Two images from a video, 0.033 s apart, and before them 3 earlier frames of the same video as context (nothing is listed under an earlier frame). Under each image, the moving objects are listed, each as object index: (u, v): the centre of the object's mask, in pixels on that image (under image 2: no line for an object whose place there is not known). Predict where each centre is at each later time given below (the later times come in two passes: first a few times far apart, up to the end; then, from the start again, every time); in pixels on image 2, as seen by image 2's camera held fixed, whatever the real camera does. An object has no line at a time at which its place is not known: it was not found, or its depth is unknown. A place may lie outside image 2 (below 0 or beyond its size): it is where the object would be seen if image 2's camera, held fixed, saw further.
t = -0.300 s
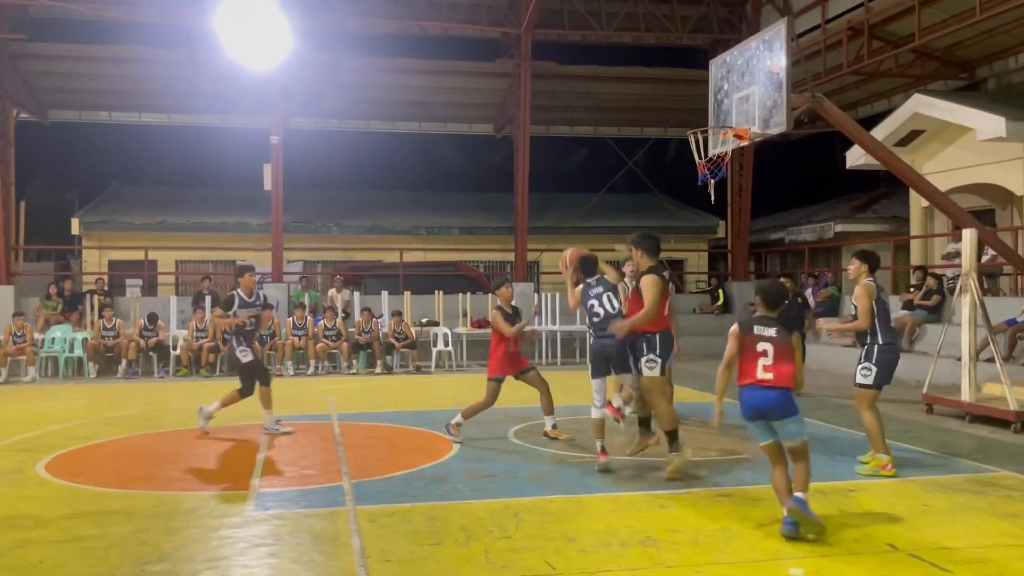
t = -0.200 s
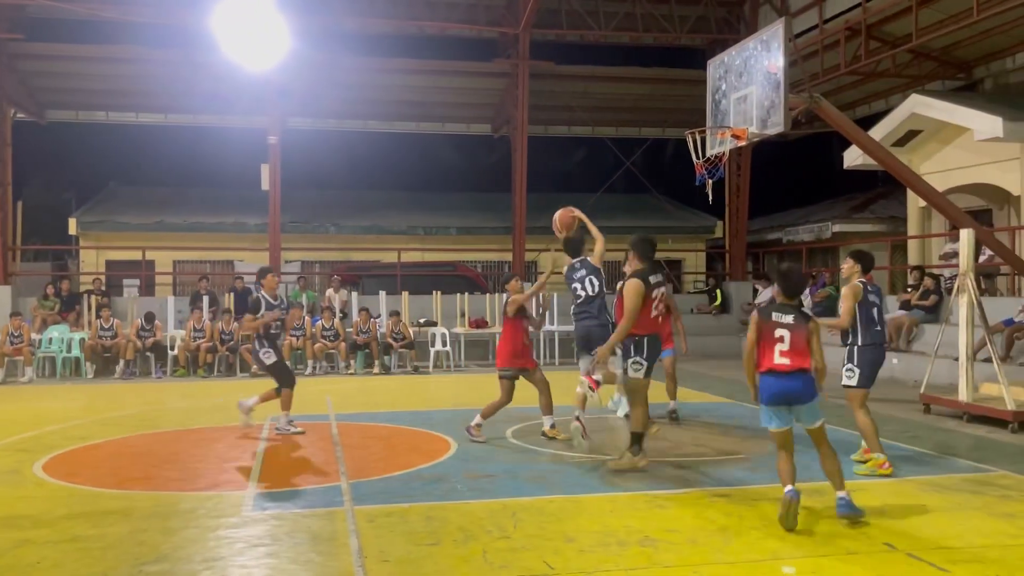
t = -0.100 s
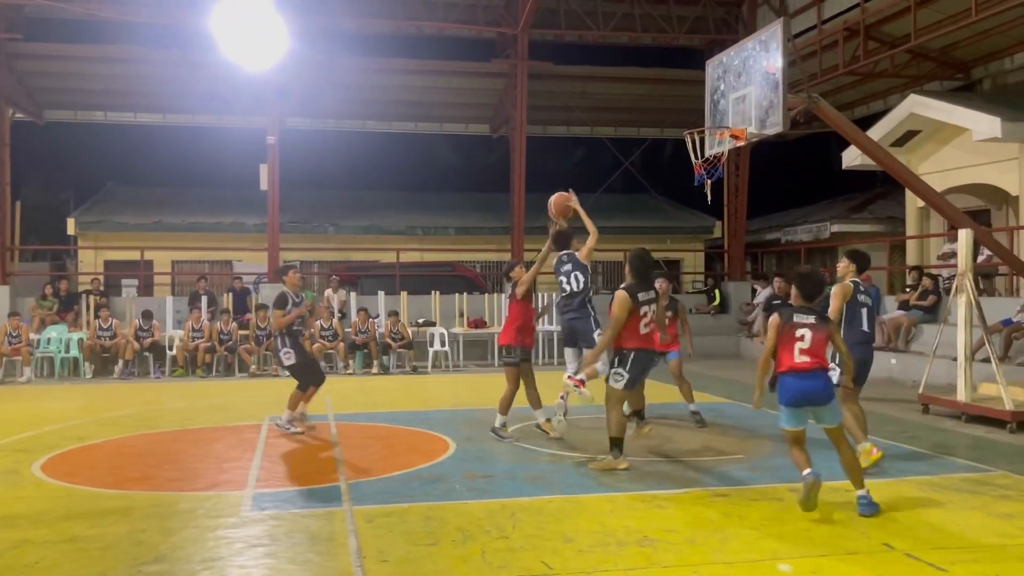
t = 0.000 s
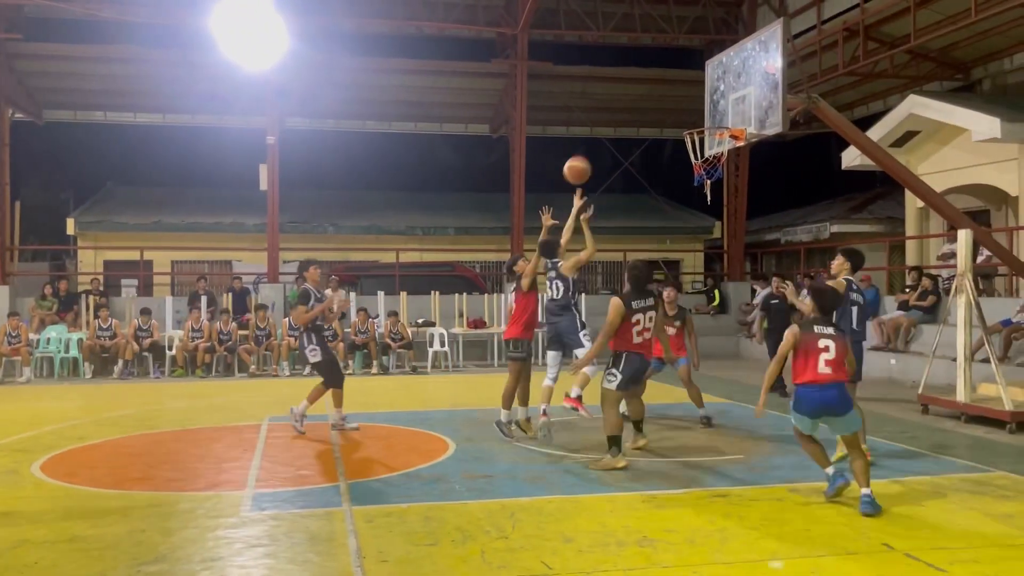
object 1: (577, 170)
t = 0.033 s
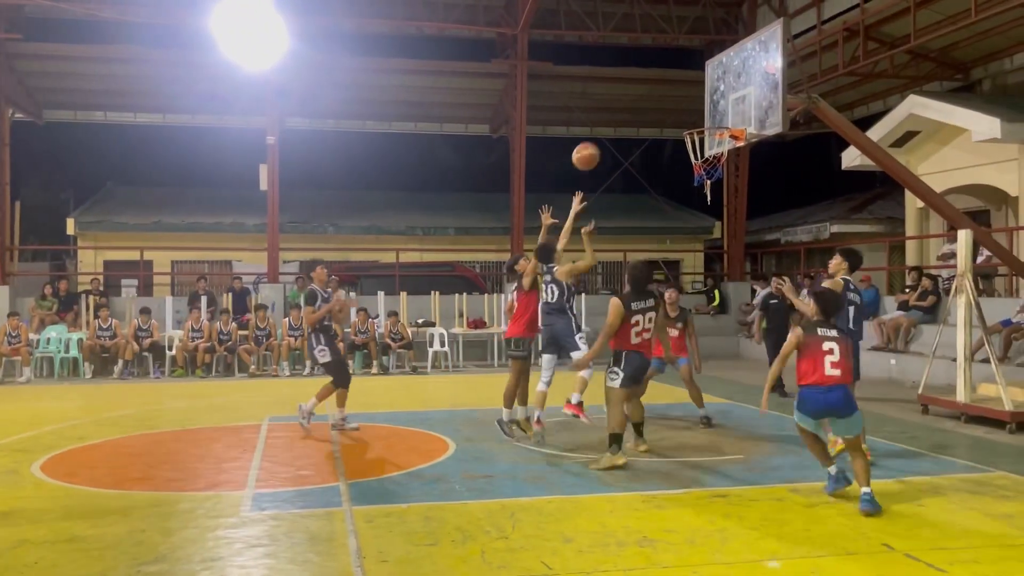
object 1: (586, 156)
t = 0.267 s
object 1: (645, 94)
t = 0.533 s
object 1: (705, 96)
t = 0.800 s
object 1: (728, 102)
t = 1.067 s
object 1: (707, 123)
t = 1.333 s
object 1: (698, 123)
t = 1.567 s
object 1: (718, 148)
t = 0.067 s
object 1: (594, 144)
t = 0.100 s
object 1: (603, 132)
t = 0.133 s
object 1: (612, 122)
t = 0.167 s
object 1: (620, 113)
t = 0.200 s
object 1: (628, 106)
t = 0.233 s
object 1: (636, 99)
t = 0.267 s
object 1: (645, 94)
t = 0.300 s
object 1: (653, 90)
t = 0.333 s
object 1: (660, 88)
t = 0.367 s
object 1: (668, 87)
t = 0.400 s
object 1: (676, 86)
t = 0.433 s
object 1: (684, 87)
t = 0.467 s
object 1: (691, 89)
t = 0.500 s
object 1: (698, 92)
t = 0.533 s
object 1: (705, 96)
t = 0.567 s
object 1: (712, 102)
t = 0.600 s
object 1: (720, 108)
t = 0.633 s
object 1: (727, 115)
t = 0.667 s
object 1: (729, 114)
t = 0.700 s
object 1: (731, 110)
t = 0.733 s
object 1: (731, 107)
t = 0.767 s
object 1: (730, 104)
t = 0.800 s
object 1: (728, 102)
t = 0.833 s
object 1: (725, 102)
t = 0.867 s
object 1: (722, 103)
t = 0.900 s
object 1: (720, 105)
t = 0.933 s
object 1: (717, 107)
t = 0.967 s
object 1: (714, 111)
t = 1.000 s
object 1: (712, 117)
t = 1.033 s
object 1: (709, 122)
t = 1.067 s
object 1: (707, 123)
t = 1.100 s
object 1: (704, 120)
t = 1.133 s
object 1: (701, 120)
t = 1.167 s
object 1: (699, 120)
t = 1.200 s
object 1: (697, 121)
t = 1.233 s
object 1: (694, 123)
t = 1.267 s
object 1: (694, 124)
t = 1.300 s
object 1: (696, 123)
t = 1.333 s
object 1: (698, 123)
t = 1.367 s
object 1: (699, 125)
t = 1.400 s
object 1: (701, 128)
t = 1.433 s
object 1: (703, 132)
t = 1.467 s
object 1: (708, 136)
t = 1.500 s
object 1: (712, 140)
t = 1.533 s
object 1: (715, 144)
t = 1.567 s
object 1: (718, 148)
